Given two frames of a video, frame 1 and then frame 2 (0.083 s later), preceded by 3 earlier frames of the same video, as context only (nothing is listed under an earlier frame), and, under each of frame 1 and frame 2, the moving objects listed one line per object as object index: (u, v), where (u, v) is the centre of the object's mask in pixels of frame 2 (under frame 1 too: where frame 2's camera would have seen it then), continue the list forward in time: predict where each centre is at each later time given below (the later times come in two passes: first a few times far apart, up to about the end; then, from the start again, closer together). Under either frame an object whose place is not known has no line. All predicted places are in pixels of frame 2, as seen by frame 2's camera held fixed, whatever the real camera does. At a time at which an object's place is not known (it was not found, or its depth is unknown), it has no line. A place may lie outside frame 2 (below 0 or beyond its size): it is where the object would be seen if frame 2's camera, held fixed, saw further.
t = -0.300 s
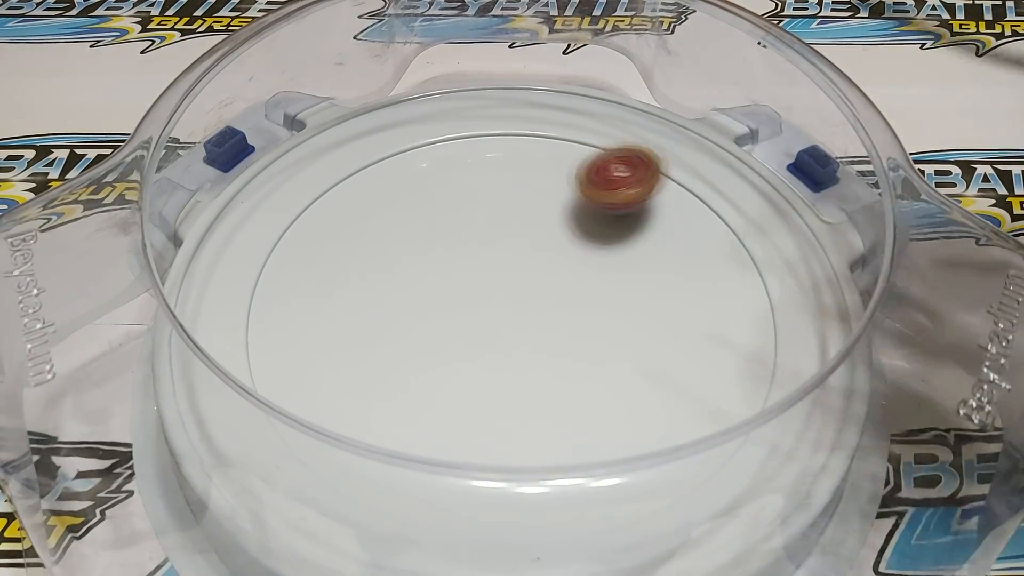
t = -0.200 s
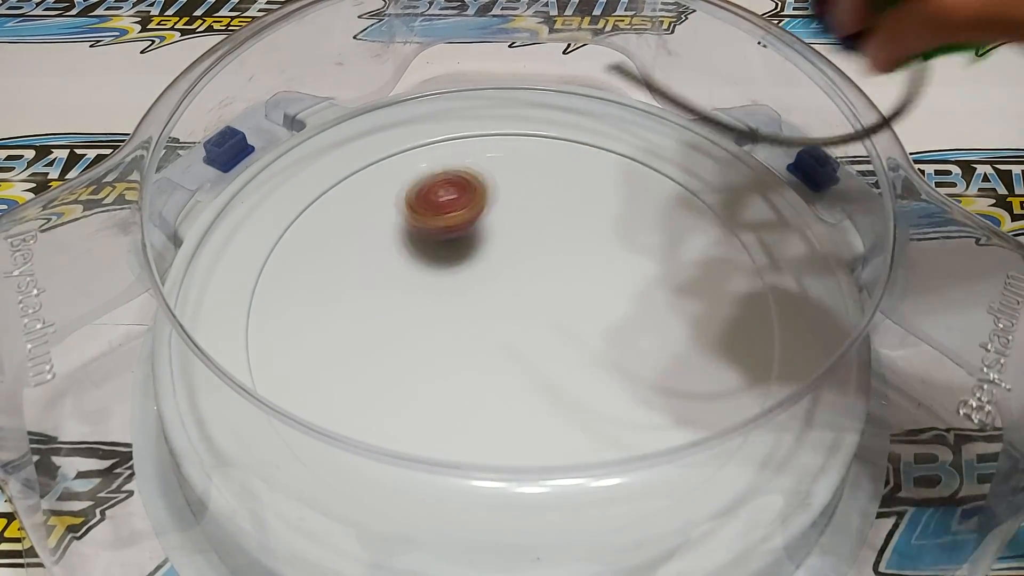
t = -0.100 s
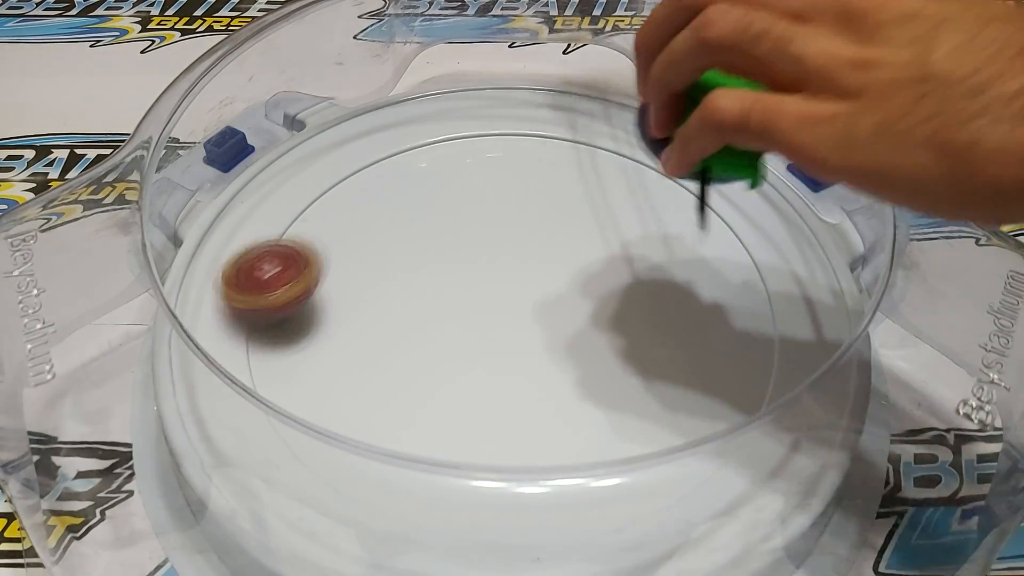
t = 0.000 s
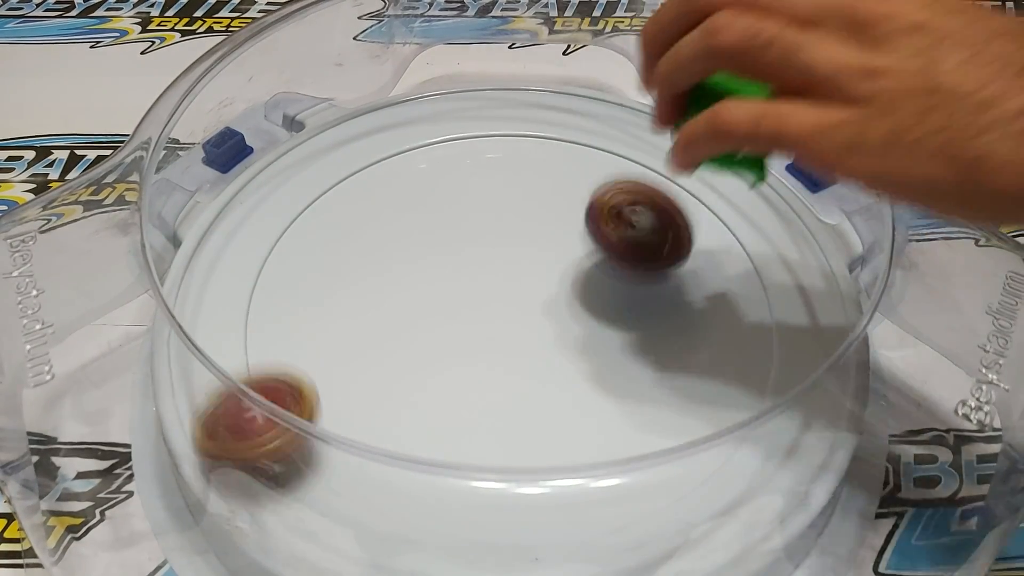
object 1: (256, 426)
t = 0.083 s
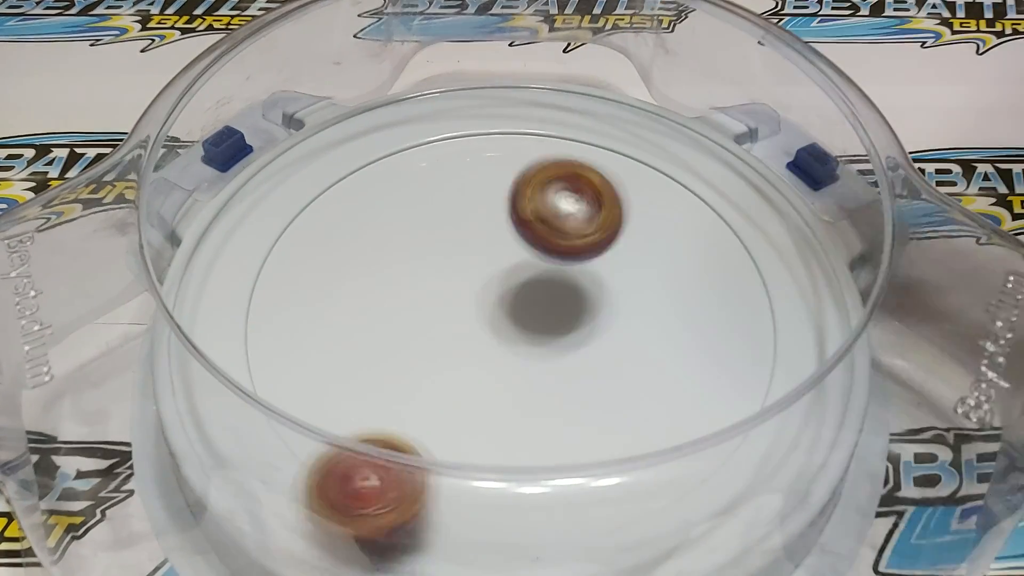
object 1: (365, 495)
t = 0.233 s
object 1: (637, 406)
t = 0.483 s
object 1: (609, 131)
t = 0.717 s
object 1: (255, 272)
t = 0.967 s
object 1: (761, 386)
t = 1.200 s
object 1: (594, 253)
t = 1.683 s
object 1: (635, 442)
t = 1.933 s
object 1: (706, 238)
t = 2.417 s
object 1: (372, 438)
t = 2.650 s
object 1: (725, 461)
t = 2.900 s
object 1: (814, 289)
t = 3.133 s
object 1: (629, 194)
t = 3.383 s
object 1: (317, 252)
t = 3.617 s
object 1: (419, 466)
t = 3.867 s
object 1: (675, 362)
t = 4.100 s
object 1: (526, 172)
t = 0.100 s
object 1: (398, 505)
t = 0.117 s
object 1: (437, 497)
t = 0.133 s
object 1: (469, 485)
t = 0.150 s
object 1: (505, 466)
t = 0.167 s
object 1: (535, 453)
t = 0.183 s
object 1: (562, 435)
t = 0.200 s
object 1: (589, 428)
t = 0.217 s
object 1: (613, 419)
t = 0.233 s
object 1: (637, 406)
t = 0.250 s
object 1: (657, 392)
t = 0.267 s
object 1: (672, 374)
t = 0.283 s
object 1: (685, 355)
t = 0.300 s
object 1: (696, 335)
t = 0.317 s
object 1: (702, 314)
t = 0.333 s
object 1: (703, 295)
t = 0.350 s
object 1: (704, 272)
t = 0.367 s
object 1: (700, 251)
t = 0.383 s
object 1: (693, 234)
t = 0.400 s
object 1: (685, 214)
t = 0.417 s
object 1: (674, 195)
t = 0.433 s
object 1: (660, 177)
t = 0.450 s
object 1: (645, 160)
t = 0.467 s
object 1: (628, 145)
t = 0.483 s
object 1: (609, 131)
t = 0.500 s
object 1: (589, 117)
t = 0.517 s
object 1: (564, 111)
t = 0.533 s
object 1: (535, 112)
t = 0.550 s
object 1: (506, 111)
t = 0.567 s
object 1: (476, 109)
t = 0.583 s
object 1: (446, 111)
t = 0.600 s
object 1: (415, 121)
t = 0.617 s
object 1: (385, 130)
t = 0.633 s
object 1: (355, 146)
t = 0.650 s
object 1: (328, 163)
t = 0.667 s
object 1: (303, 185)
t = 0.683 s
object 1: (282, 212)
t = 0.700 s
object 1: (266, 239)
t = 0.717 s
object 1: (255, 272)
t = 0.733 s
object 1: (253, 308)
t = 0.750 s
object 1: (261, 343)
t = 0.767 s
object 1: (272, 377)
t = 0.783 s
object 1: (296, 413)
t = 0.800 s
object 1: (329, 451)
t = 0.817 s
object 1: (370, 476)
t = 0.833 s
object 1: (419, 495)
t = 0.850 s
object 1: (472, 520)
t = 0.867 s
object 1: (527, 509)
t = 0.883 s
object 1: (585, 520)
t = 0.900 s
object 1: (634, 499)
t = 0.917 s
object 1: (678, 474)
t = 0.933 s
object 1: (713, 446)
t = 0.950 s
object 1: (741, 416)
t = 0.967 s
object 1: (761, 386)
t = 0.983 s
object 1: (771, 350)
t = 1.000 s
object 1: (779, 320)
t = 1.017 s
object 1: (778, 287)
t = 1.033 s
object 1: (773, 260)
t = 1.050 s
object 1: (759, 250)
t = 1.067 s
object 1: (743, 242)
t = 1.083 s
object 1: (724, 239)
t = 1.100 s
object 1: (707, 241)
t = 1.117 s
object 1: (687, 247)
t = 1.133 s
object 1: (666, 257)
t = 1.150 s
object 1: (649, 256)
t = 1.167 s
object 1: (632, 251)
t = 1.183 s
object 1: (614, 250)
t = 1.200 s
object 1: (594, 253)
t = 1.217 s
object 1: (577, 256)
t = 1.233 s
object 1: (562, 255)
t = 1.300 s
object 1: (501, 259)
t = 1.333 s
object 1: (476, 265)
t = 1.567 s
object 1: (483, 392)
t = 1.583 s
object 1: (499, 402)
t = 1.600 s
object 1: (516, 414)
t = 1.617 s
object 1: (537, 421)
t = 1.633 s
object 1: (559, 425)
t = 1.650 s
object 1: (582, 428)
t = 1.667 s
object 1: (605, 430)
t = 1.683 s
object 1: (635, 442)
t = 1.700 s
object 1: (661, 446)
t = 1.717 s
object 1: (686, 448)
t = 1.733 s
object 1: (711, 446)
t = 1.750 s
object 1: (720, 416)
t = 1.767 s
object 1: (720, 390)
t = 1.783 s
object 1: (729, 380)
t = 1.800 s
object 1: (734, 365)
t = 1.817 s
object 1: (736, 347)
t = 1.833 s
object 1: (738, 326)
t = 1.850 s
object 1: (737, 310)
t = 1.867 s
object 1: (734, 293)
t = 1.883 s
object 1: (730, 277)
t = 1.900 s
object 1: (723, 263)
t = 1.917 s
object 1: (715, 250)
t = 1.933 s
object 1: (706, 238)
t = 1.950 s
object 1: (696, 231)
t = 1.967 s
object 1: (685, 229)
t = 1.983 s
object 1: (673, 228)
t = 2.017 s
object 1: (647, 227)
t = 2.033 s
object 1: (634, 228)
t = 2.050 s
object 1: (619, 230)
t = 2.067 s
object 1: (604, 231)
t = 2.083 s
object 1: (589, 233)
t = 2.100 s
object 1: (574, 237)
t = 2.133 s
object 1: (543, 244)
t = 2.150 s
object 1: (529, 250)
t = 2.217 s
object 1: (469, 275)
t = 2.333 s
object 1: (382, 361)
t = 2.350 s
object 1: (375, 375)
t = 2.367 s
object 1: (371, 390)
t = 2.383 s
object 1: (370, 400)
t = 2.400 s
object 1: (369, 418)
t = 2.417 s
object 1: (372, 438)
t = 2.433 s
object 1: (375, 460)
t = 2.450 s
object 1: (387, 474)
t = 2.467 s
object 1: (400, 505)
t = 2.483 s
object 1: (433, 512)
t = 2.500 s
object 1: (473, 524)
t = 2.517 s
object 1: (509, 529)
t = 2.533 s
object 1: (547, 535)
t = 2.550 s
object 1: (587, 537)
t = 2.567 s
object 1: (619, 537)
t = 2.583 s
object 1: (645, 530)
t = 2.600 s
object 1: (669, 519)
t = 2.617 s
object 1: (690, 499)
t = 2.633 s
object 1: (711, 484)
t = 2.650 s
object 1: (725, 461)
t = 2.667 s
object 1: (738, 442)
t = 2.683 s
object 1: (745, 417)
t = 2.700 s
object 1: (747, 397)
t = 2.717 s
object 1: (745, 376)
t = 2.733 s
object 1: (749, 363)
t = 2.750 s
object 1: (747, 346)
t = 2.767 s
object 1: (769, 339)
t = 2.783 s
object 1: (783, 330)
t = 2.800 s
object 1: (793, 322)
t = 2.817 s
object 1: (801, 319)
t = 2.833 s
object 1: (807, 313)
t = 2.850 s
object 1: (812, 307)
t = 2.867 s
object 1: (814, 301)
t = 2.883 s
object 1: (815, 295)
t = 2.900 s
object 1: (814, 289)
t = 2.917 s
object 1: (810, 281)
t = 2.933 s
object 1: (804, 273)
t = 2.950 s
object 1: (798, 265)
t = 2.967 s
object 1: (789, 258)
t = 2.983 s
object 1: (779, 252)
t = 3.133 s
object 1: (629, 194)
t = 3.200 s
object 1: (540, 182)
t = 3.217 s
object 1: (516, 182)
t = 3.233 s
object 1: (493, 184)
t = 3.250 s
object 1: (471, 187)
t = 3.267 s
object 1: (449, 191)
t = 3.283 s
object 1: (430, 196)
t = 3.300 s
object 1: (409, 202)
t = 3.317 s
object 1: (389, 209)
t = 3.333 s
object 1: (370, 217)
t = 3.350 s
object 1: (352, 227)
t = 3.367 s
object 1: (333, 239)
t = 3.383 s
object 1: (317, 252)
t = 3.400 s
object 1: (303, 265)
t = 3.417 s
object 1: (289, 281)
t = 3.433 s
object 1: (277, 297)
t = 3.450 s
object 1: (267, 316)
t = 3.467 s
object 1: (262, 333)
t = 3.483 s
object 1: (263, 346)
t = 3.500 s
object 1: (265, 367)
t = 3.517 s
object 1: (284, 383)
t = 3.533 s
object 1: (304, 401)
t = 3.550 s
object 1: (325, 417)
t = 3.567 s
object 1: (347, 430)
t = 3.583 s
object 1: (366, 450)
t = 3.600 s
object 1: (394, 459)
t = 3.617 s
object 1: (419, 466)
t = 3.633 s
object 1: (444, 473)
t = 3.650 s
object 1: (470, 479)
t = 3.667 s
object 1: (496, 478)
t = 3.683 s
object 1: (521, 479)
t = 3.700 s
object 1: (543, 480)
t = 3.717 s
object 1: (565, 479)
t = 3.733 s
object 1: (583, 459)
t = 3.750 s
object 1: (605, 452)
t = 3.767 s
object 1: (619, 438)
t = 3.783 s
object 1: (634, 427)
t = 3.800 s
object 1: (641, 411)
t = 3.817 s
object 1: (653, 403)
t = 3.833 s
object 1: (664, 392)
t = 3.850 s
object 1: (671, 378)
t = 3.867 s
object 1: (675, 362)
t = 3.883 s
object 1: (676, 343)
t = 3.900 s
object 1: (674, 325)
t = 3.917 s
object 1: (670, 308)
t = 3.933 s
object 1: (665, 291)
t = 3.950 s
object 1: (657, 275)
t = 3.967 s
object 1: (648, 258)
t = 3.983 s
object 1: (637, 244)
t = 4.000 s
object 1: (624, 230)
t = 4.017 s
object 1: (610, 218)
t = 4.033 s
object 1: (594, 207)
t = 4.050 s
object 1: (578, 196)
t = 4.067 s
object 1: (561, 187)
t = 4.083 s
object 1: (544, 179)
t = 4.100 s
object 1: (526, 172)
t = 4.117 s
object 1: (506, 166)
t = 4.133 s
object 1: (487, 160)
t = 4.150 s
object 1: (468, 157)
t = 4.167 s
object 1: (448, 154)
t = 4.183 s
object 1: (429, 152)
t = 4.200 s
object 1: (409, 150)
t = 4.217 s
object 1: (390, 152)
